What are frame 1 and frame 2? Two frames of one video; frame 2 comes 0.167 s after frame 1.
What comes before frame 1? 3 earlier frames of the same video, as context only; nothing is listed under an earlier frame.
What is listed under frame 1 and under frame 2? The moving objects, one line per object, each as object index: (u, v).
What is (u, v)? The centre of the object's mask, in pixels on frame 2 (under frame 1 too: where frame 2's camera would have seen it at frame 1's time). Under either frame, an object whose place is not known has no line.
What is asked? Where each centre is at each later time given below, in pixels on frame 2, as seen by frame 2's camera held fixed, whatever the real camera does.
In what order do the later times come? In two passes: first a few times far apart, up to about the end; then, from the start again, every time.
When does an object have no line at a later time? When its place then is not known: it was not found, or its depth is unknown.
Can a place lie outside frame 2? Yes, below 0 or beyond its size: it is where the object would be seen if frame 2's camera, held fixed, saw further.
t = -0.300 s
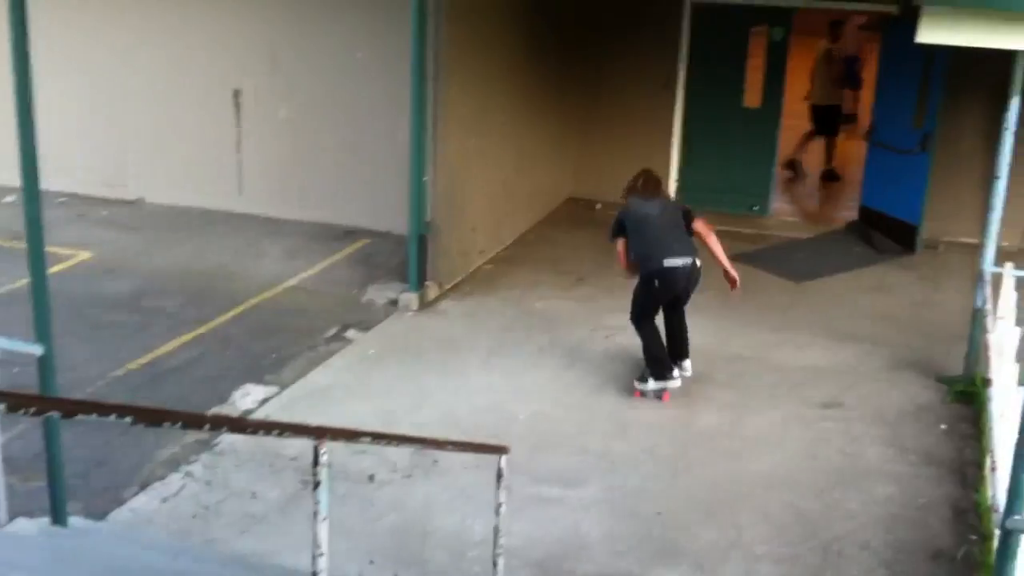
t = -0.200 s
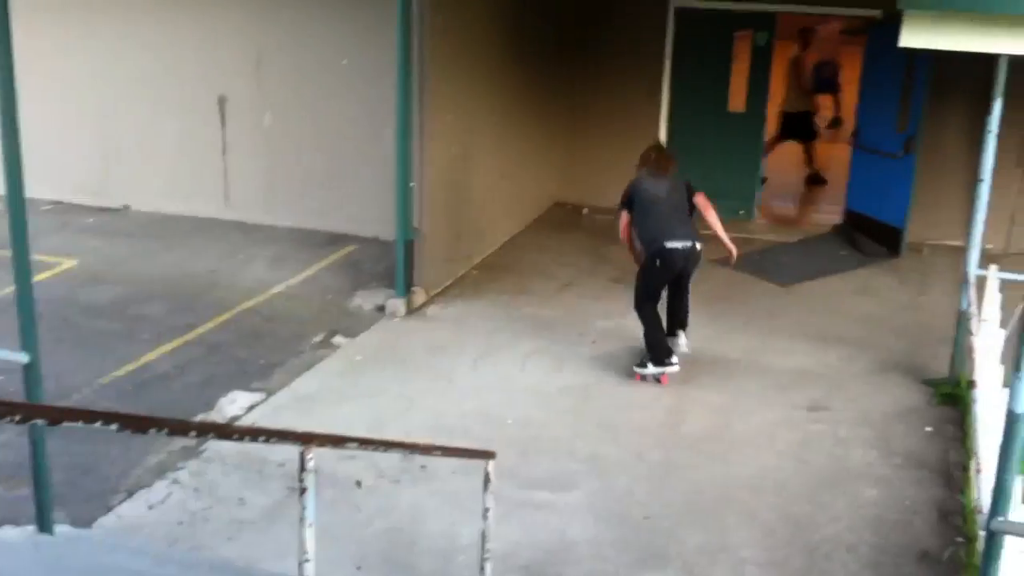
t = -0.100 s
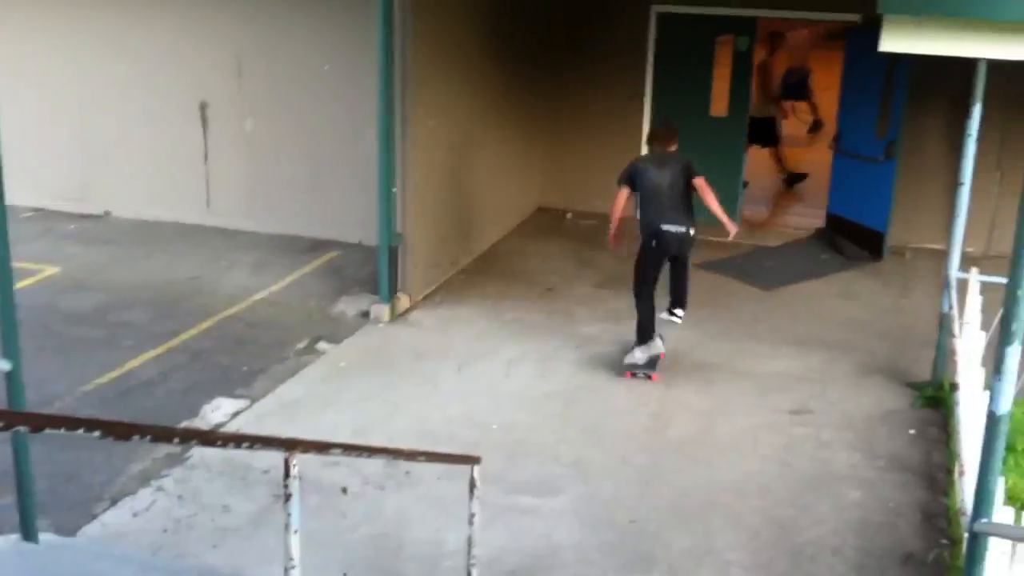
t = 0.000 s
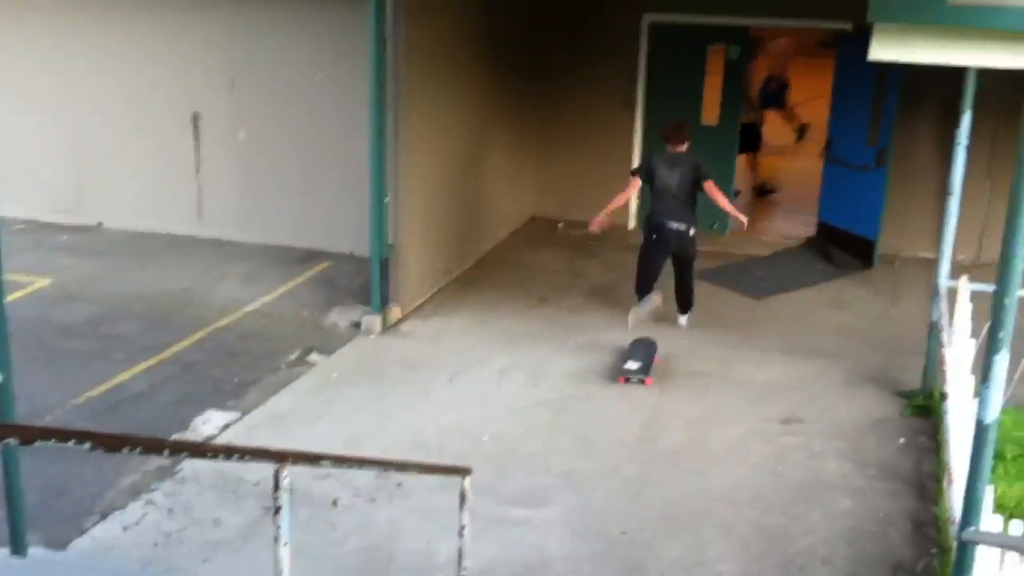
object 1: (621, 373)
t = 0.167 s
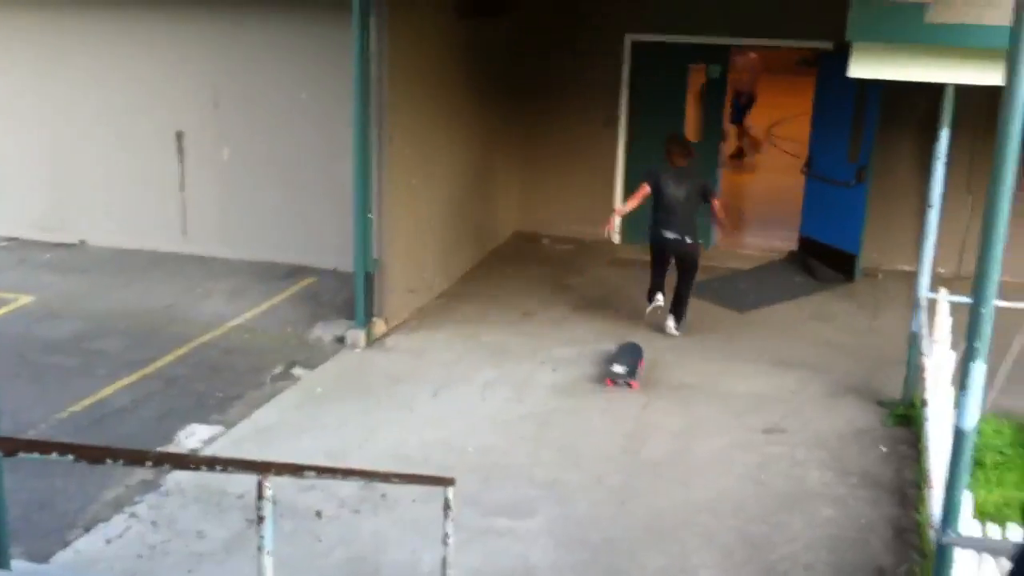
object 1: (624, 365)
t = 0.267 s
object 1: (625, 361)
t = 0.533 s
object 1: (629, 349)
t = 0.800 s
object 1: (632, 339)
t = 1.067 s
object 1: (635, 330)
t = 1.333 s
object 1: (638, 322)
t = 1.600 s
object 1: (640, 315)
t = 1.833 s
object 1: (642, 310)
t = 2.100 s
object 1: (643, 305)
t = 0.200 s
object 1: (625, 363)
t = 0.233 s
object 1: (625, 362)
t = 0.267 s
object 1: (625, 361)
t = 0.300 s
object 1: (626, 359)
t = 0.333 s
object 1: (626, 358)
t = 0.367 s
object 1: (627, 356)
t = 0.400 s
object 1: (628, 355)
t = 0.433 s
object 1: (628, 353)
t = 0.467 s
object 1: (629, 352)
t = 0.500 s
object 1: (629, 351)
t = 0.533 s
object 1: (629, 349)
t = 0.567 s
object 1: (630, 348)
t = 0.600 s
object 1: (630, 346)
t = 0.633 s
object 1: (630, 345)
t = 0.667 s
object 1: (631, 344)
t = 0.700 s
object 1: (631, 343)
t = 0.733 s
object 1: (632, 341)
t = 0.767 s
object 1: (632, 340)
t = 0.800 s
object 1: (632, 339)
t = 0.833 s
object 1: (633, 338)
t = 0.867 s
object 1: (633, 337)
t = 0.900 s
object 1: (634, 336)
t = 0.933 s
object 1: (634, 334)
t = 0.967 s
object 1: (634, 334)
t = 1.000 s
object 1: (634, 332)
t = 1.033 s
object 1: (634, 331)
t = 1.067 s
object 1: (635, 330)
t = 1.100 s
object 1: (635, 329)
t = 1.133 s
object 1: (636, 328)
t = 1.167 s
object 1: (636, 327)
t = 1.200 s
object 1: (636, 326)
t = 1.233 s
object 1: (637, 325)
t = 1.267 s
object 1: (637, 324)
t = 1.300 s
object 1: (637, 323)
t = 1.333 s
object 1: (638, 322)
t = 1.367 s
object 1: (637, 321)
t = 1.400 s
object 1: (638, 320)
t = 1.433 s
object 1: (639, 320)
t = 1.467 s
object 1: (638, 319)
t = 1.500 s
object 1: (639, 318)
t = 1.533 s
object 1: (640, 317)
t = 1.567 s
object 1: (639, 316)
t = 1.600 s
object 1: (640, 315)
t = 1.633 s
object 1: (640, 315)
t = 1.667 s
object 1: (640, 314)
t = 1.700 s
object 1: (641, 313)
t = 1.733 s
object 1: (641, 312)
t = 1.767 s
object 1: (641, 312)
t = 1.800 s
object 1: (642, 311)
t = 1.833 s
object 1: (642, 310)
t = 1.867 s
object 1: (642, 309)
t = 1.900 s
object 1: (643, 309)
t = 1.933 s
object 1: (643, 308)
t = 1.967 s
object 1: (643, 308)
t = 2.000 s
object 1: (643, 307)
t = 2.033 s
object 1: (643, 306)
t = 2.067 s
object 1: (644, 305)
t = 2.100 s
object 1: (643, 305)
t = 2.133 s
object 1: (644, 305)
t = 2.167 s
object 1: (644, 304)
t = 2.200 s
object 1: (644, 304)
